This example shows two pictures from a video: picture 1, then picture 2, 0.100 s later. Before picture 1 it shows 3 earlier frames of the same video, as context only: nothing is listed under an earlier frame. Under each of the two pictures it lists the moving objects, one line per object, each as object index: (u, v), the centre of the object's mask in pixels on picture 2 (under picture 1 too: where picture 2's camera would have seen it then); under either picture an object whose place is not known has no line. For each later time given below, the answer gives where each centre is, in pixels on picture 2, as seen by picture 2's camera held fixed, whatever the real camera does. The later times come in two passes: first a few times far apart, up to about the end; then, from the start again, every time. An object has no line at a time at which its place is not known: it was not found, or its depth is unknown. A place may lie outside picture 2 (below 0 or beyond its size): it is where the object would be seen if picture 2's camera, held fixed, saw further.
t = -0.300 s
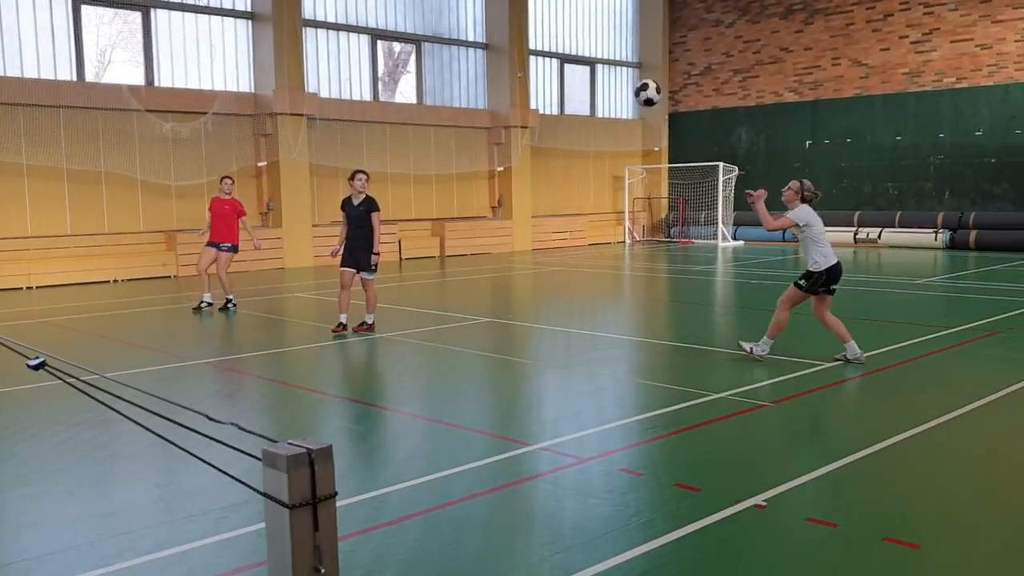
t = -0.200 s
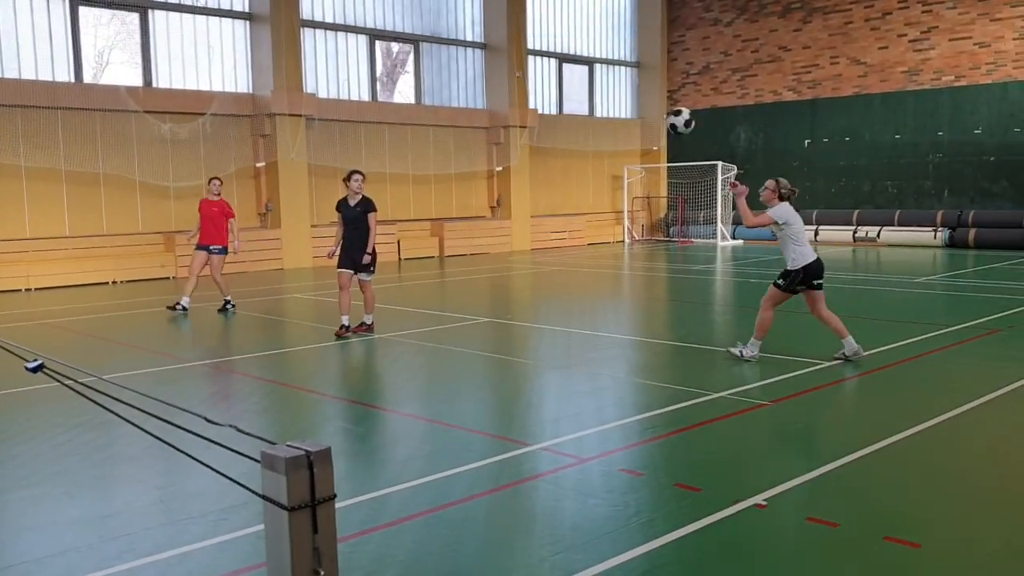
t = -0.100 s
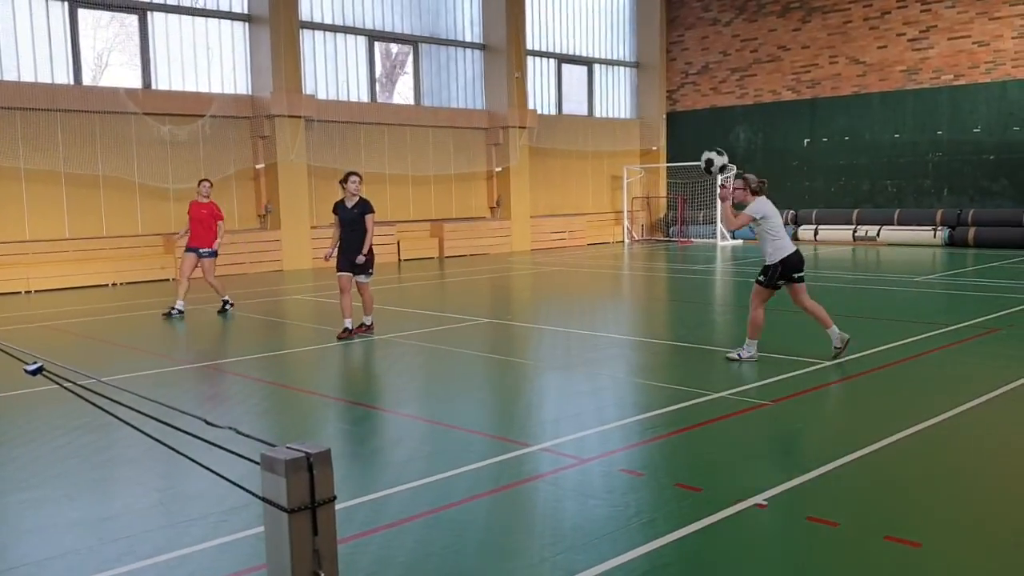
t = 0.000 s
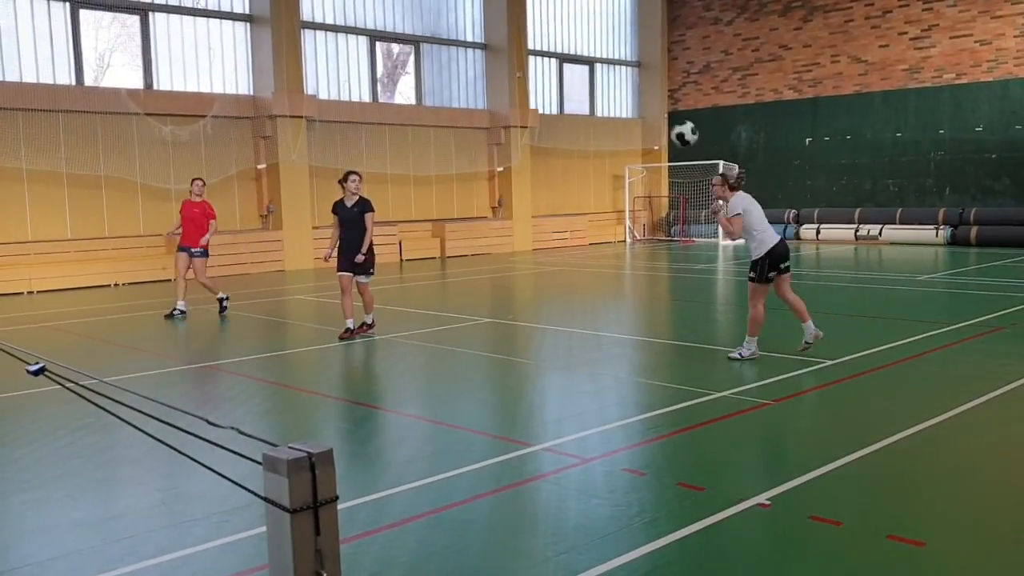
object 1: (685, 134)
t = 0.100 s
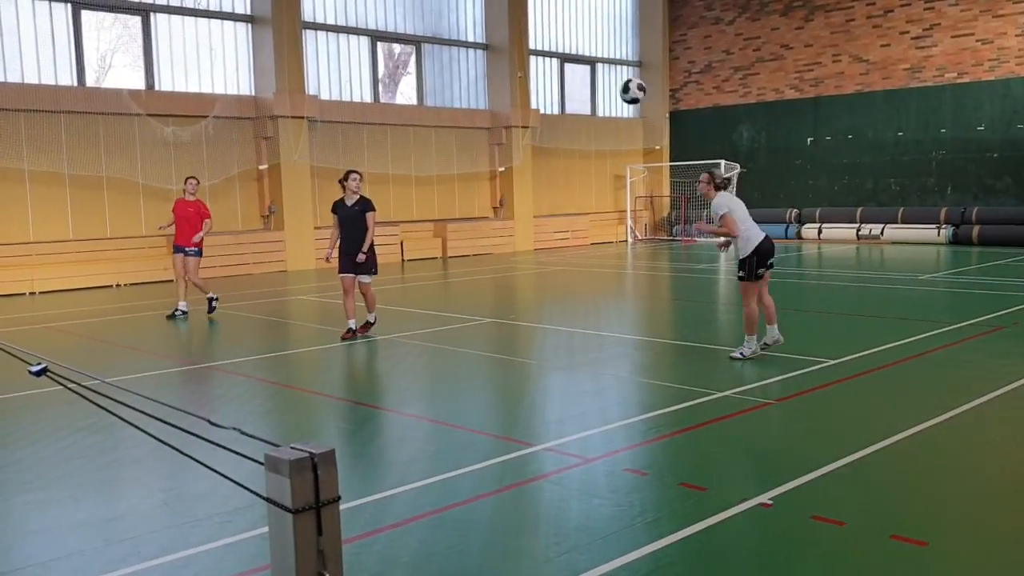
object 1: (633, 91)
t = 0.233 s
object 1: (565, 54)
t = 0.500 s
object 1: (444, 43)
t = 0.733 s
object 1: (351, 97)
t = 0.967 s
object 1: (273, 199)
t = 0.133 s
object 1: (615, 80)
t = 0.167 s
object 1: (598, 69)
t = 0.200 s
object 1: (582, 61)
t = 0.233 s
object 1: (565, 54)
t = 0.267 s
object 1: (549, 48)
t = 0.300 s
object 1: (533, 43)
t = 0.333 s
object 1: (518, 40)
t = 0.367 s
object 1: (502, 38)
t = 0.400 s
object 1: (487, 37)
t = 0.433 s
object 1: (473, 38)
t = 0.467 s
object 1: (458, 41)
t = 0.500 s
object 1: (444, 43)
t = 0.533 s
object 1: (430, 47)
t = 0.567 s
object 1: (417, 53)
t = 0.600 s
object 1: (403, 59)
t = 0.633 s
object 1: (390, 68)
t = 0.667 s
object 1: (376, 76)
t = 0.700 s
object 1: (364, 86)
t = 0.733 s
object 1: (351, 97)
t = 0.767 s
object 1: (340, 109)
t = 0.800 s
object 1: (328, 121)
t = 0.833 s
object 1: (317, 135)
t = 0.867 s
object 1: (306, 150)
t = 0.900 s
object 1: (294, 165)
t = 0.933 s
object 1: (284, 181)
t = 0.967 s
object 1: (273, 199)
